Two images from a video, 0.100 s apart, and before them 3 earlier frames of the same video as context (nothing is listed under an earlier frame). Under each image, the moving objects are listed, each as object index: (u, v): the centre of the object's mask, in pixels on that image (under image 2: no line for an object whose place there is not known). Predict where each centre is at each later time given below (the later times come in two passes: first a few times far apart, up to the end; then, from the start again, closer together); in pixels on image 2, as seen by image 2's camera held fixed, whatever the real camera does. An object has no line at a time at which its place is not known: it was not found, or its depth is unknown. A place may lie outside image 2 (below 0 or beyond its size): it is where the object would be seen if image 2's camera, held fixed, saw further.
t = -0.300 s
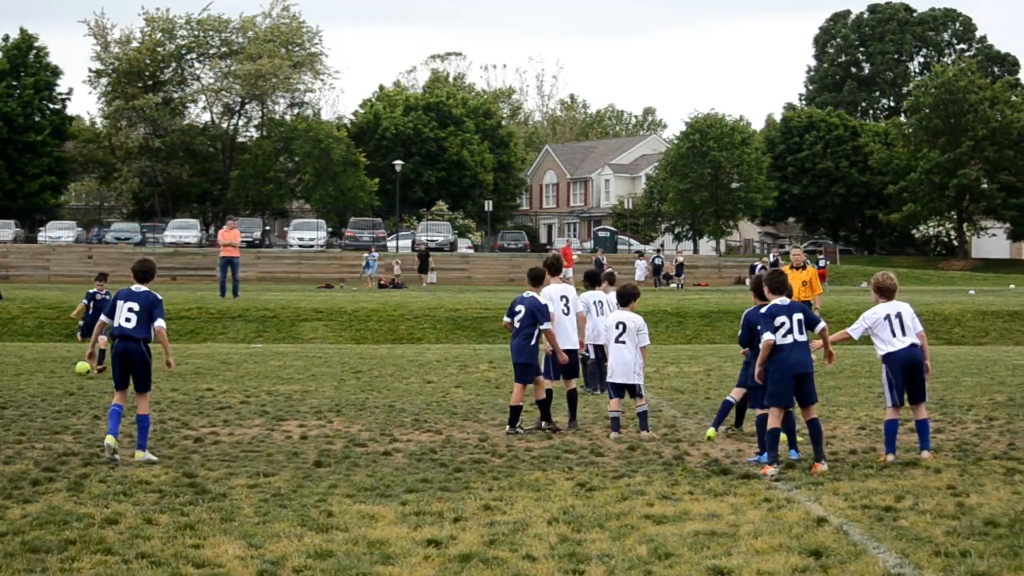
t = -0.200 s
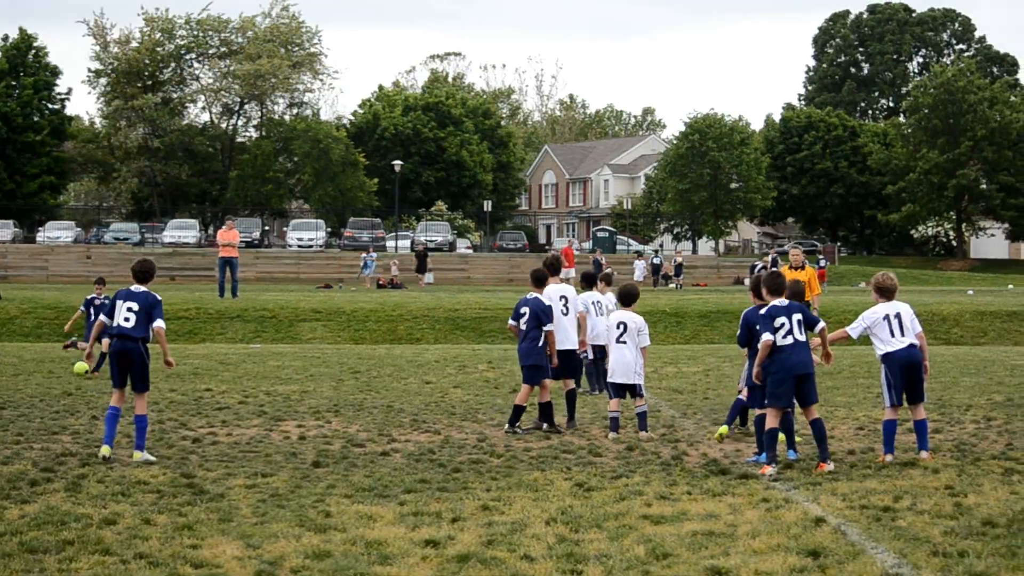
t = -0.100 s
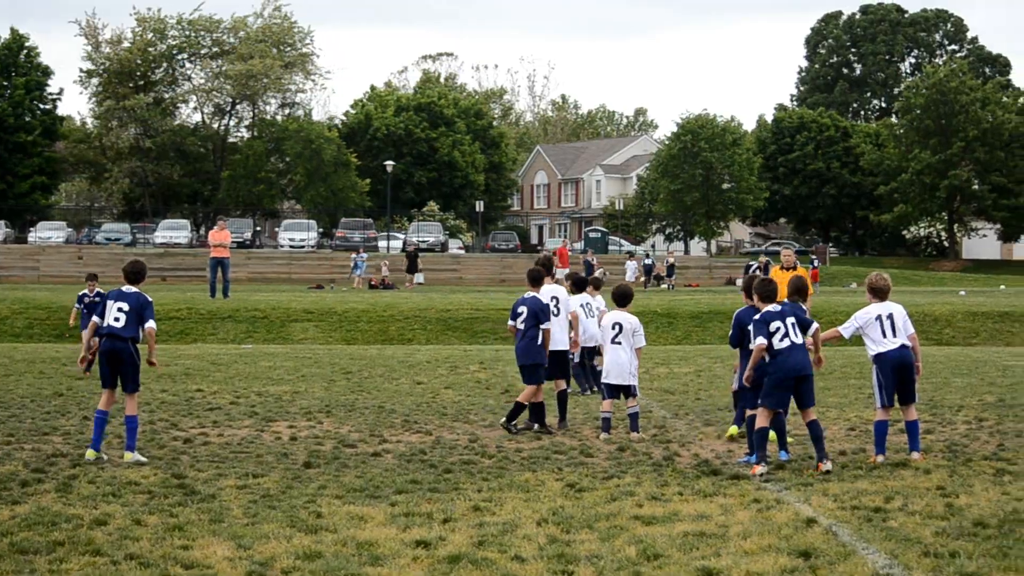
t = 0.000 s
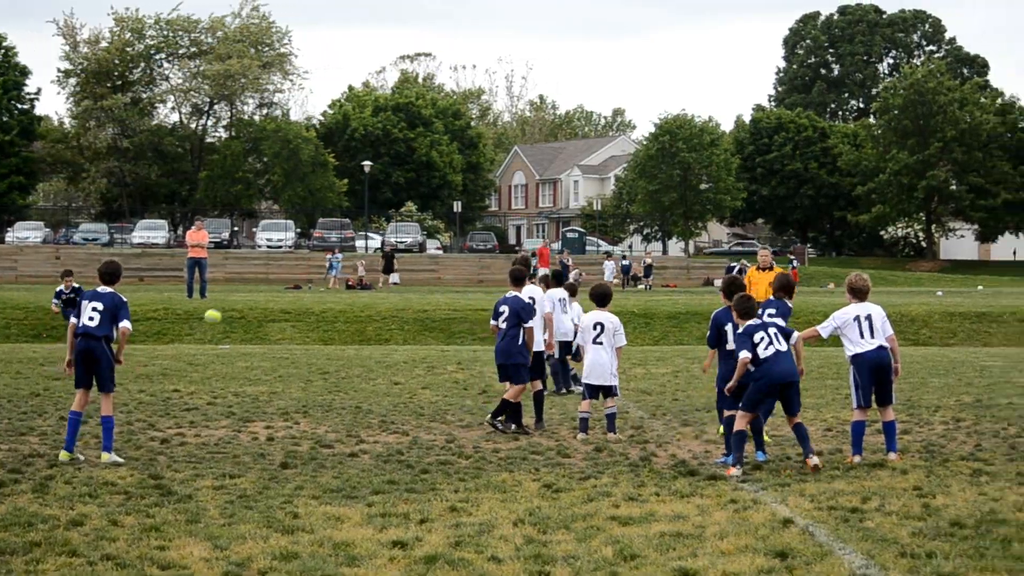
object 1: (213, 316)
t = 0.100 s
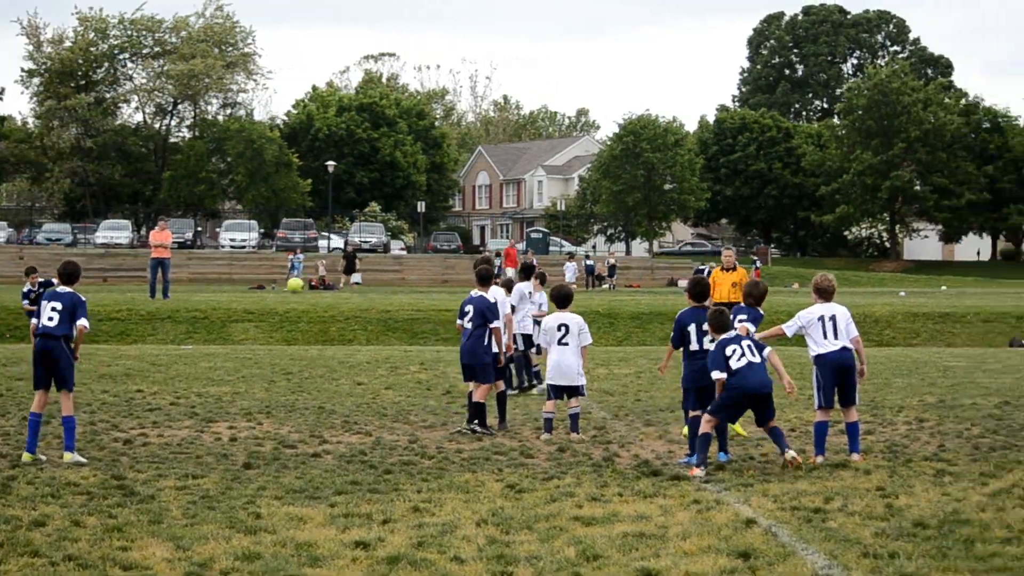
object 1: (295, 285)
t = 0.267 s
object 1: (510, 246)
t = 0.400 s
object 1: (694, 226)
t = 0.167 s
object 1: (381, 268)
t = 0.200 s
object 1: (425, 260)
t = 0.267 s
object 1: (510, 246)
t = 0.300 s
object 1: (555, 240)
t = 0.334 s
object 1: (600, 235)
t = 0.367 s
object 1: (646, 231)
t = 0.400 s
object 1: (694, 226)
